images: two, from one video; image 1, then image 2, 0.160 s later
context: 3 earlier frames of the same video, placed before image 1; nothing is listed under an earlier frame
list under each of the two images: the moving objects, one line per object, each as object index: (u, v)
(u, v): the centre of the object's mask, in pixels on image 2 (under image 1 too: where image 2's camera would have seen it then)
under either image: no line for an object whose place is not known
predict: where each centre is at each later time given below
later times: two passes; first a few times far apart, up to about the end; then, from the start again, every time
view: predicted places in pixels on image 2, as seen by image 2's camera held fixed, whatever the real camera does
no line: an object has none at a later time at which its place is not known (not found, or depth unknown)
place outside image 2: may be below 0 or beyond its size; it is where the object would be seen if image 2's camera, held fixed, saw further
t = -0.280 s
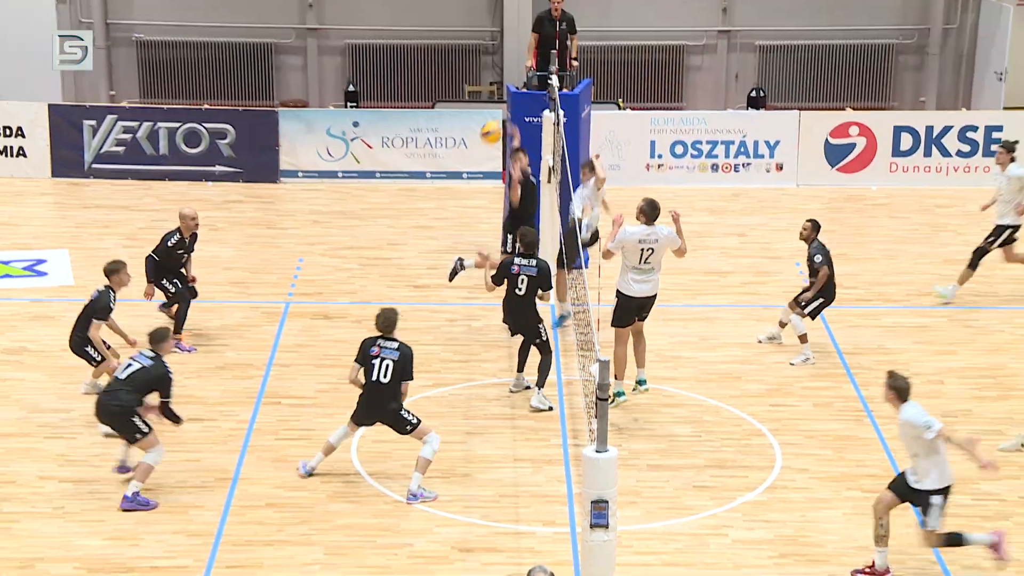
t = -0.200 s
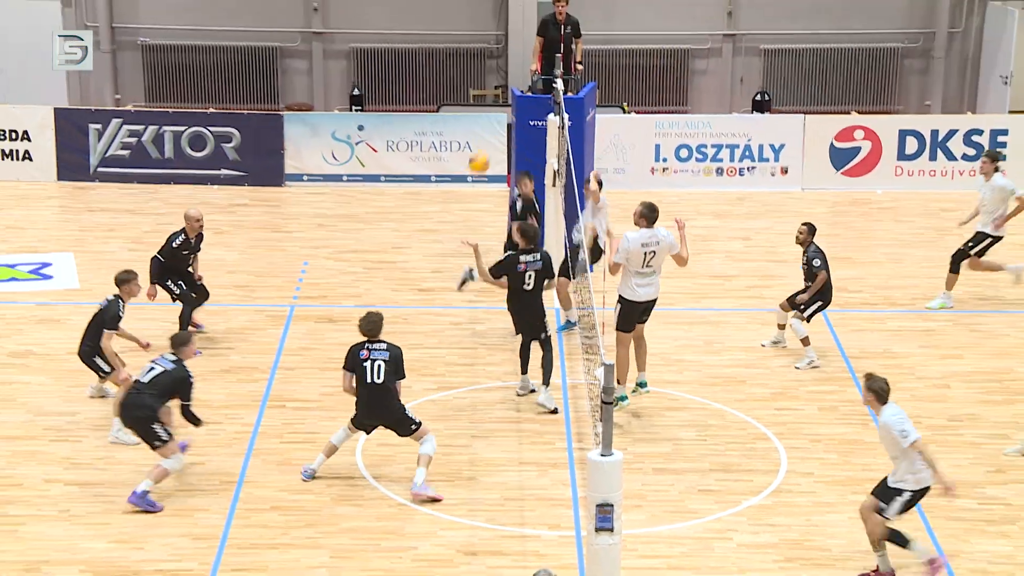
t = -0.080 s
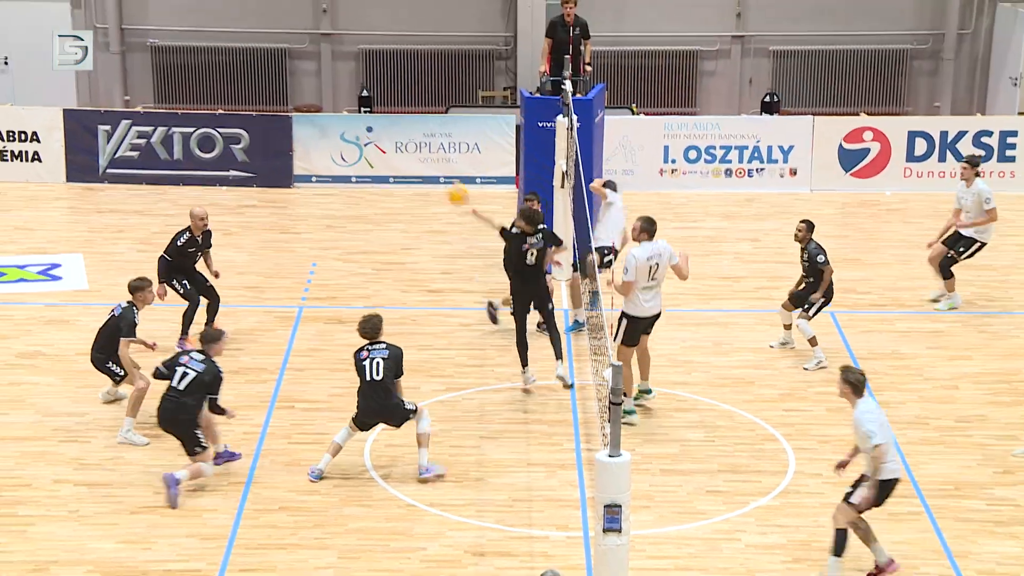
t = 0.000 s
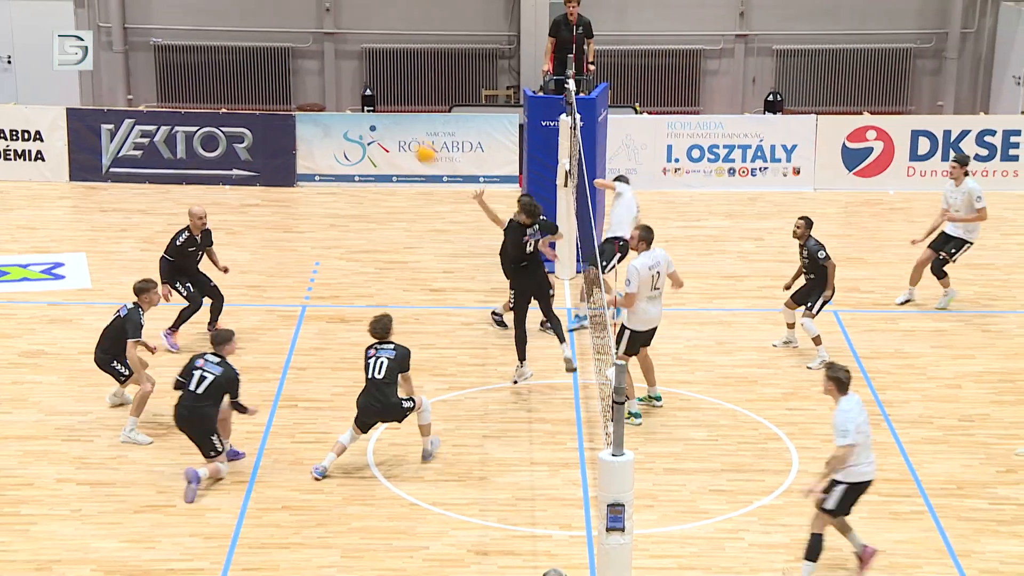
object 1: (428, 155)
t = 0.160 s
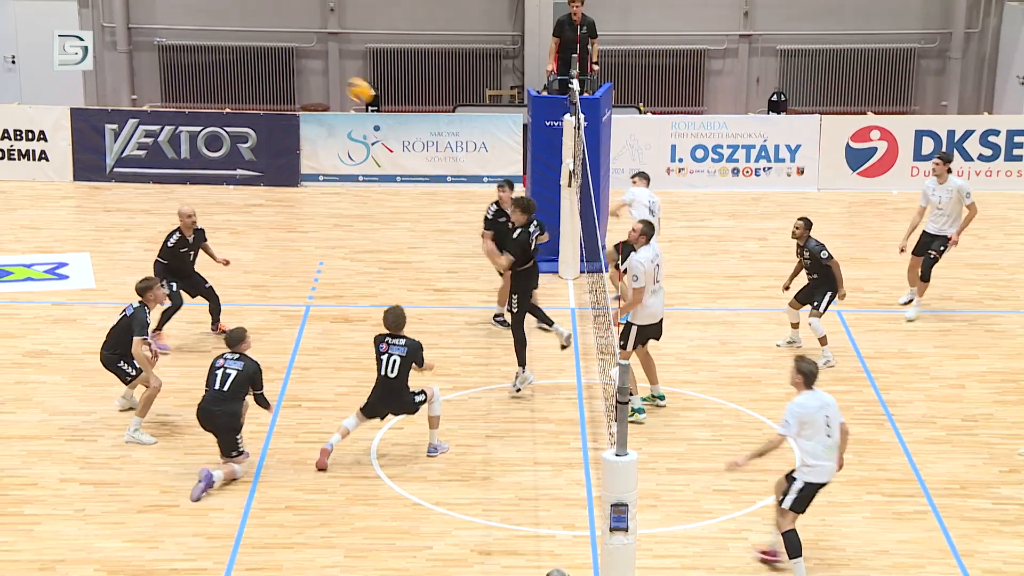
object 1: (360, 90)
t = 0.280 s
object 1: (306, 60)
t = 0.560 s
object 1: (185, 47)
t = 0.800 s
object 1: (89, 102)
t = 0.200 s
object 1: (342, 78)
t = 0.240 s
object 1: (324, 69)
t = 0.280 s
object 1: (306, 60)
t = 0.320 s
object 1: (288, 53)
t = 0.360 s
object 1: (271, 47)
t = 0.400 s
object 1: (252, 44)
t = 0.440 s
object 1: (237, 42)
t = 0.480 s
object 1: (219, 42)
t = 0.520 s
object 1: (202, 44)
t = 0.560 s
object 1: (185, 47)
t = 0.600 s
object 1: (167, 51)
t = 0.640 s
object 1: (150, 58)
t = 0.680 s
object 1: (134, 67)
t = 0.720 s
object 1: (118, 77)
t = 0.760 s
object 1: (103, 88)
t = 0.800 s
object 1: (89, 102)
